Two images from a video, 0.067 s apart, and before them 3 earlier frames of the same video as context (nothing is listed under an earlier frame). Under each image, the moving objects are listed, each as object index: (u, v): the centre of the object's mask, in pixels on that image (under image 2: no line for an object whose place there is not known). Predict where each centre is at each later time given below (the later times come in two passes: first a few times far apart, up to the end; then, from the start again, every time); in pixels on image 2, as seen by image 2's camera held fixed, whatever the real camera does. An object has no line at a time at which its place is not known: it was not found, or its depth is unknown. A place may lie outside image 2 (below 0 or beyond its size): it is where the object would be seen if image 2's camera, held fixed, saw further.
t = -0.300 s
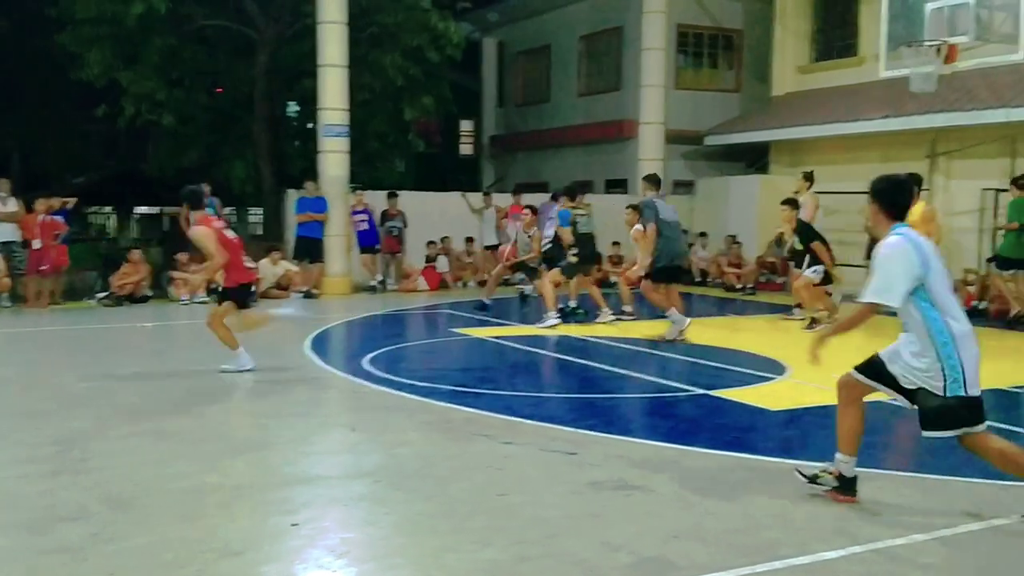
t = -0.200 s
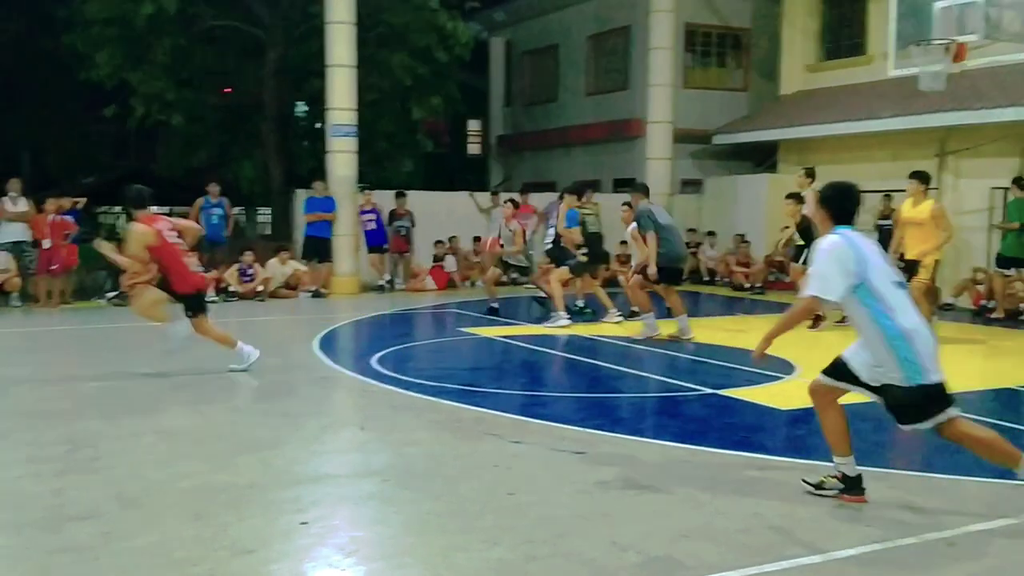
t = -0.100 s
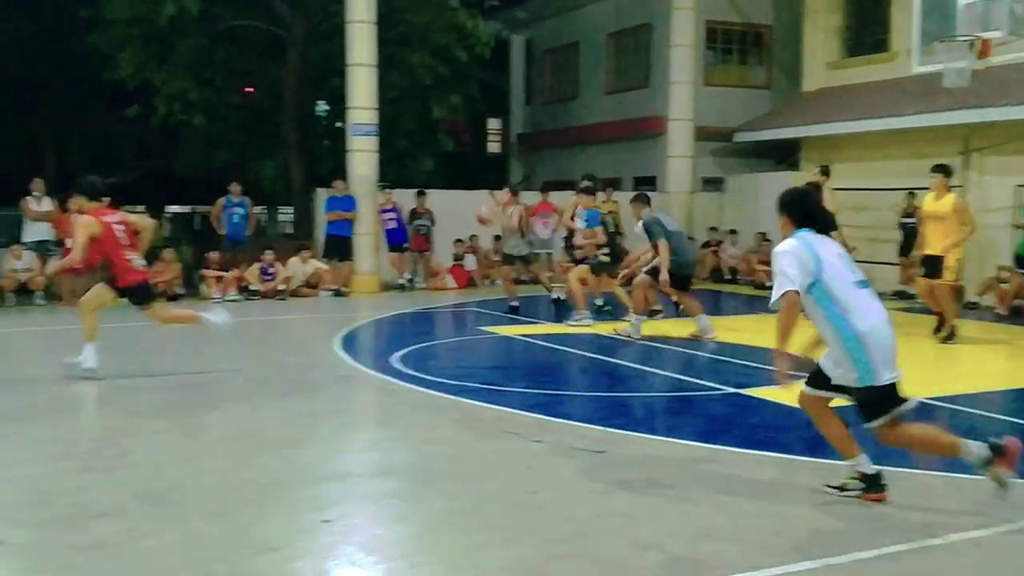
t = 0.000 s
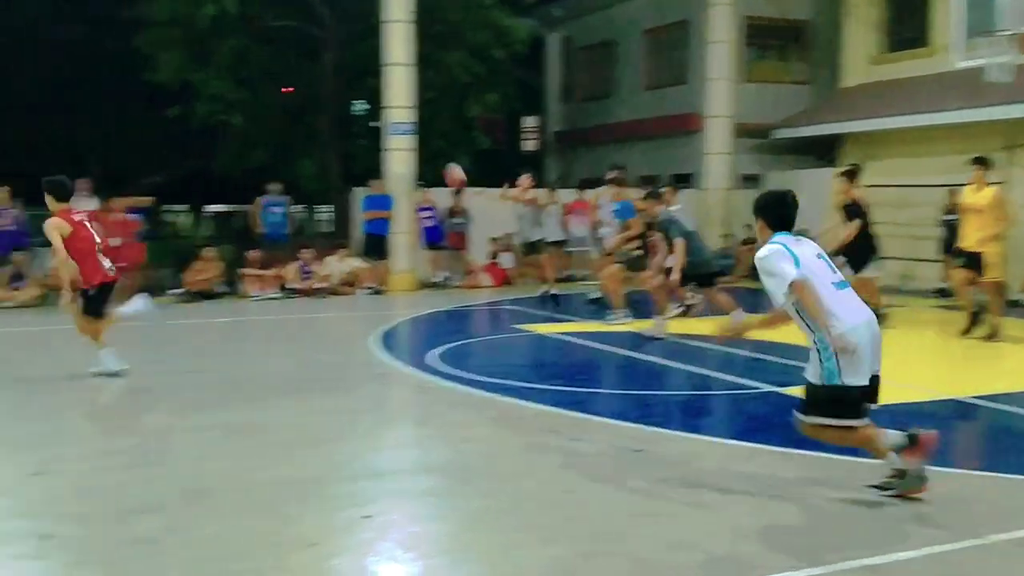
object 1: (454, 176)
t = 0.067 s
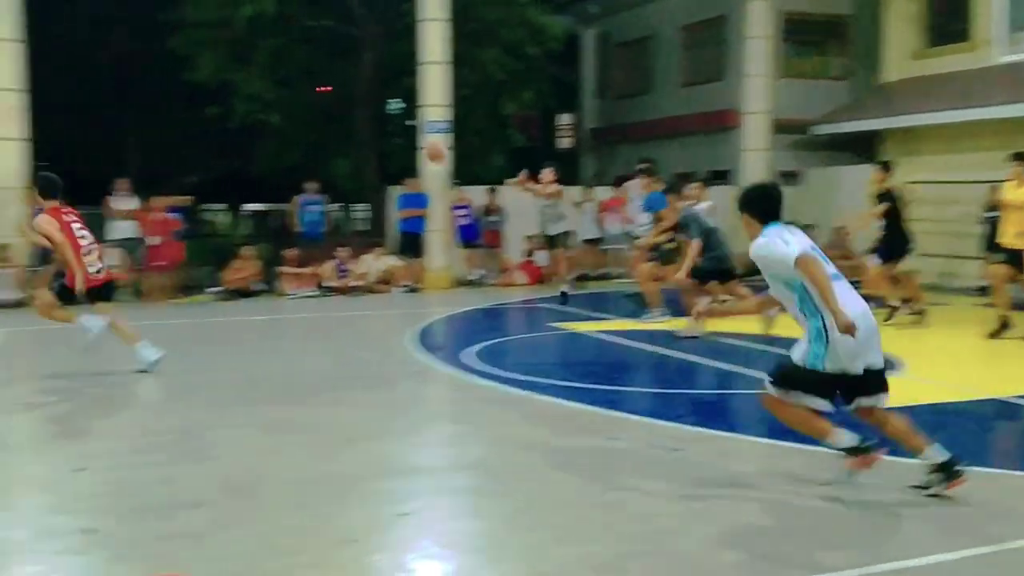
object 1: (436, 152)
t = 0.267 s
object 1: (253, 97)
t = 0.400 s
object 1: (108, 78)
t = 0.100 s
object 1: (407, 141)
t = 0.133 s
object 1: (378, 130)
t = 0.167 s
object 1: (348, 120)
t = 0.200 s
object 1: (318, 112)
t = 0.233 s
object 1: (286, 104)
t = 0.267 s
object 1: (253, 97)
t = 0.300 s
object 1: (219, 90)
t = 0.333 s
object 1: (183, 85)
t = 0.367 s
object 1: (146, 81)
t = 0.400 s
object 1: (108, 78)
